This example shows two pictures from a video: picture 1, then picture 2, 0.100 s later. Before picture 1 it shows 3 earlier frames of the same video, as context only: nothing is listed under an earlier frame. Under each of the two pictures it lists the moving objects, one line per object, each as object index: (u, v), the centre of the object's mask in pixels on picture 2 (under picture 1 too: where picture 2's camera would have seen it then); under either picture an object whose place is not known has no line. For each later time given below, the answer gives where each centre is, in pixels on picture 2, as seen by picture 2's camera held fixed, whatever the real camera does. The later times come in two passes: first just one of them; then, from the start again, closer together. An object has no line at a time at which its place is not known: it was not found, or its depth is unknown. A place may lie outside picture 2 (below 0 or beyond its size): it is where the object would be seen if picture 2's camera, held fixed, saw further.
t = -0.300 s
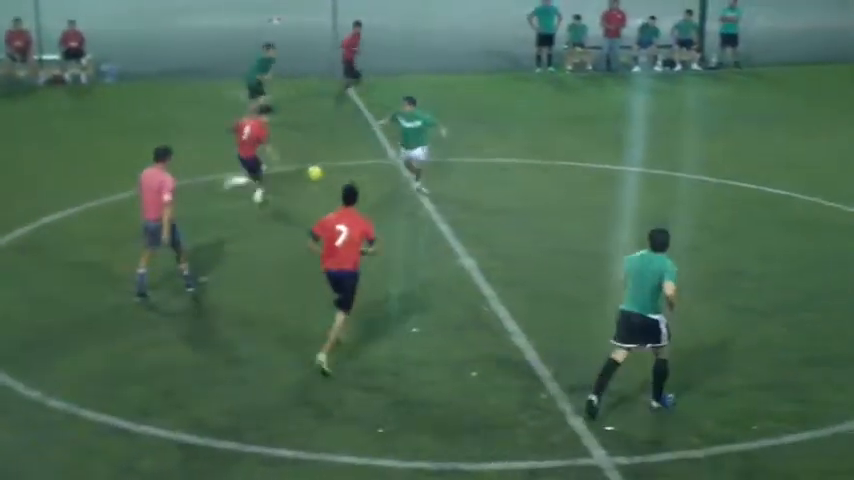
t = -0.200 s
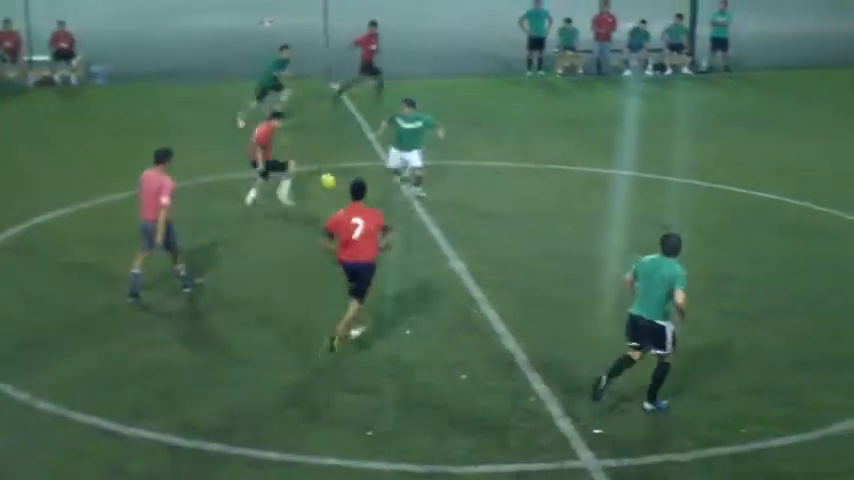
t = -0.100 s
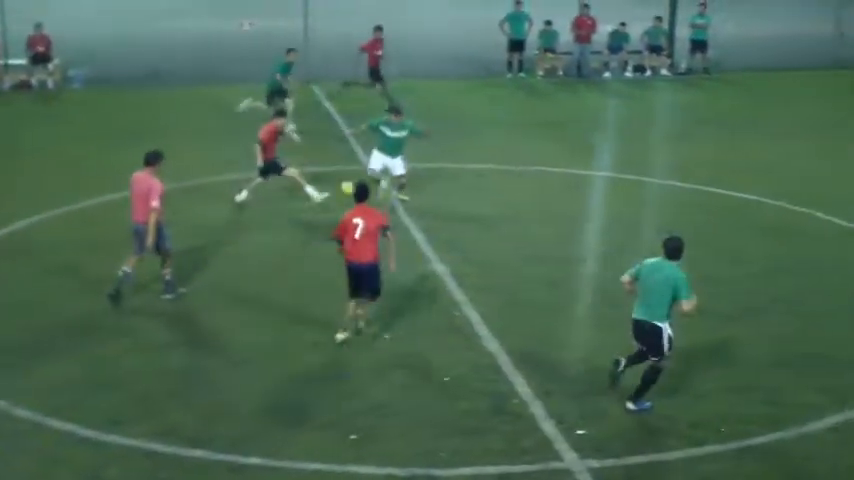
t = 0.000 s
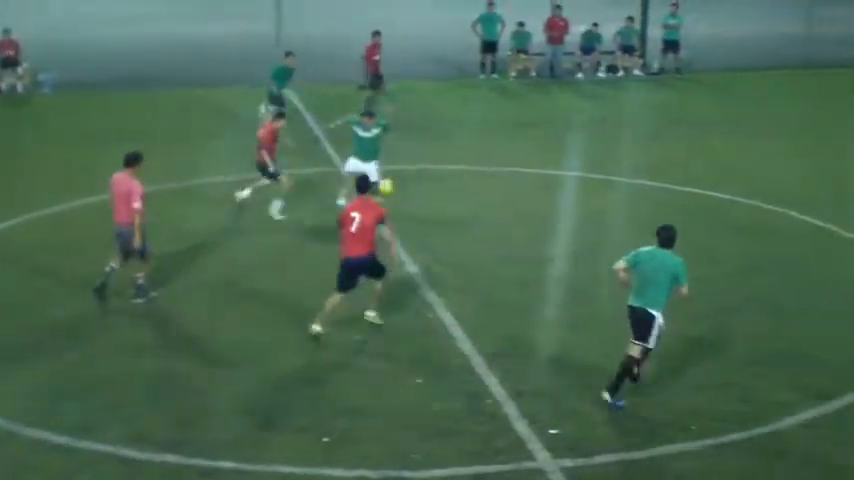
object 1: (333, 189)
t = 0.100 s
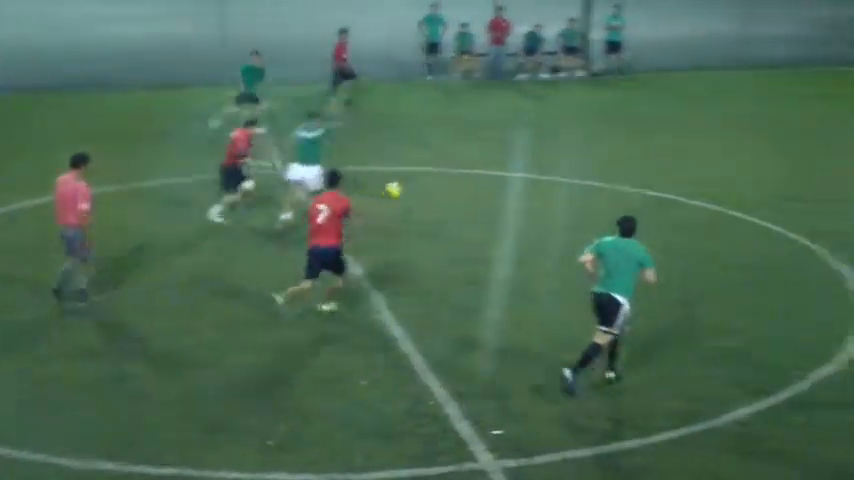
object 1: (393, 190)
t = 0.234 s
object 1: (476, 203)
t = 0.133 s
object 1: (415, 192)
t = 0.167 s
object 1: (436, 194)
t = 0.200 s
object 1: (457, 199)
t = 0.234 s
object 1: (476, 203)
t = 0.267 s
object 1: (499, 208)
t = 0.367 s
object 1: (553, 220)
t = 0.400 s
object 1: (567, 215)
